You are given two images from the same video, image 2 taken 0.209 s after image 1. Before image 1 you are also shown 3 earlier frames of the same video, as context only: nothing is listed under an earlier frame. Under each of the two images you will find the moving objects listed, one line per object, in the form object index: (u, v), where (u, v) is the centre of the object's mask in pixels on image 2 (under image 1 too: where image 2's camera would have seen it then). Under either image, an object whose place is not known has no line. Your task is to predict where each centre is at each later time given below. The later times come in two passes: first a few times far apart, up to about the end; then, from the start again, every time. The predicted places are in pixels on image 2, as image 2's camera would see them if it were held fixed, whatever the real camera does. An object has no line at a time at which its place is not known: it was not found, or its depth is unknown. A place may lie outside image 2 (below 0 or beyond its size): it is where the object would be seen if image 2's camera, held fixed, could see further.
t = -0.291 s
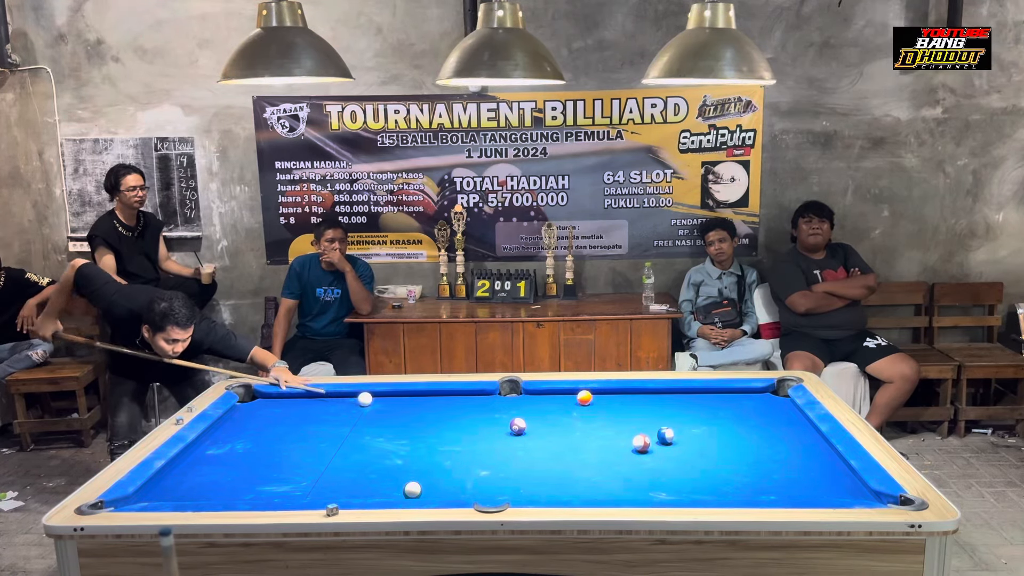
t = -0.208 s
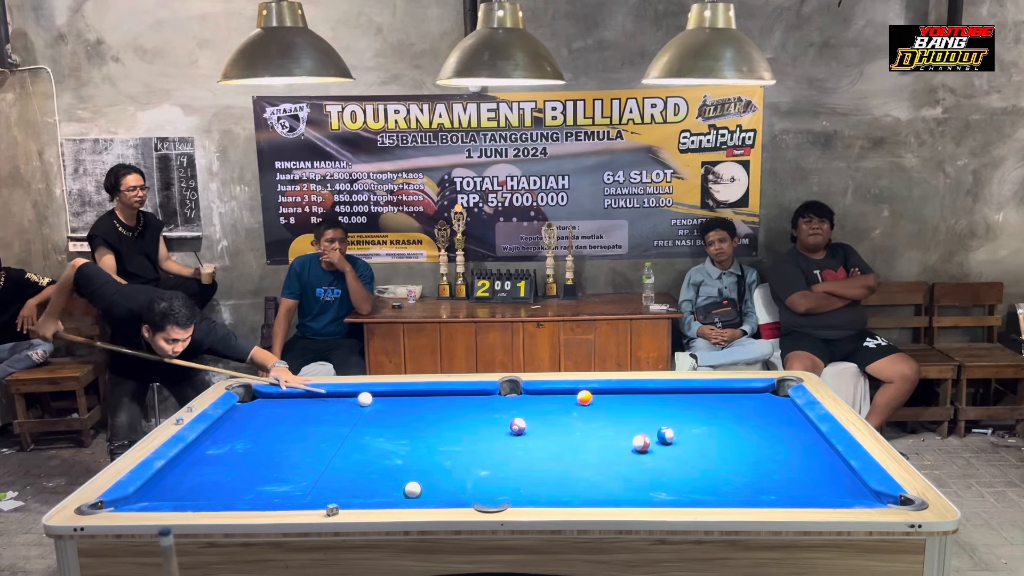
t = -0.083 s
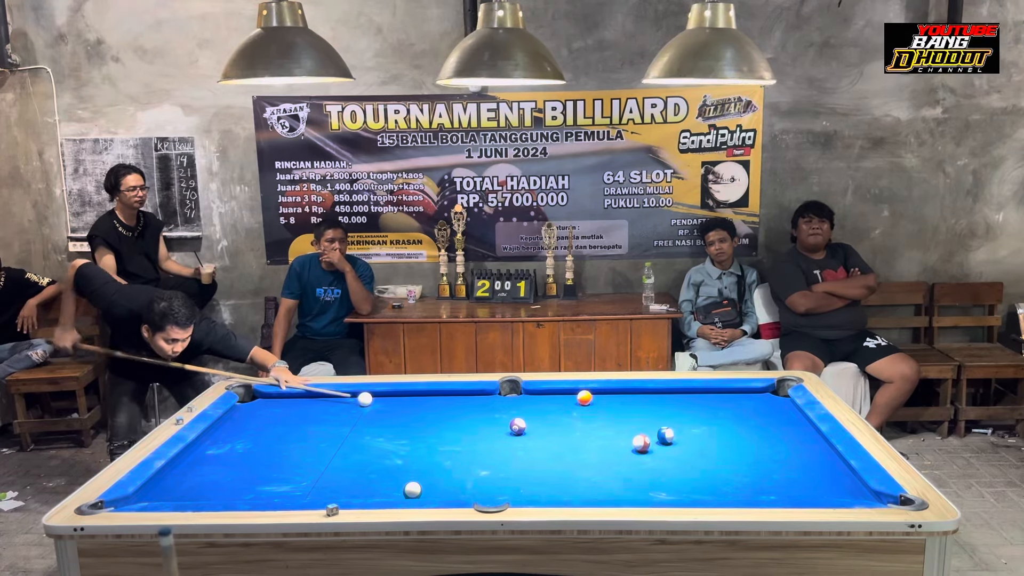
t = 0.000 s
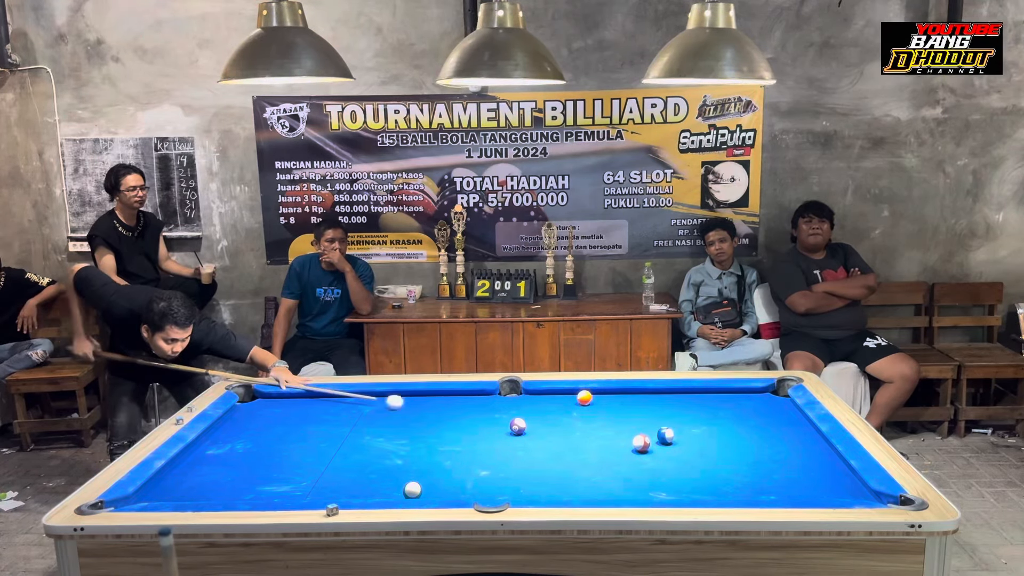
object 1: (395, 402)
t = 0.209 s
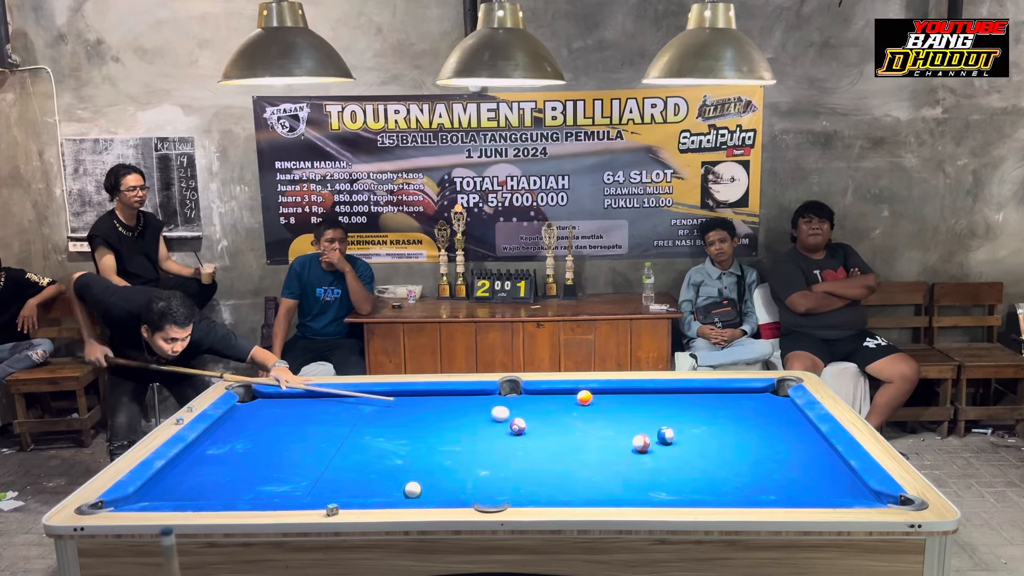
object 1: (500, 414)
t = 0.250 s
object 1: (516, 414)
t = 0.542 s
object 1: (656, 429)
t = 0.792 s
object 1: (705, 421)
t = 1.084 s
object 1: (764, 414)
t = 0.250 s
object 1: (516, 414)
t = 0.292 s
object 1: (540, 418)
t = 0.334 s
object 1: (557, 420)
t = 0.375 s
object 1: (582, 423)
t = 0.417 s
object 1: (600, 425)
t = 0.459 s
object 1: (626, 428)
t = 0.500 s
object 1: (644, 429)
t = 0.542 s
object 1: (656, 429)
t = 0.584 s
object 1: (661, 428)
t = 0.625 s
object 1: (670, 426)
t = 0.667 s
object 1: (676, 425)
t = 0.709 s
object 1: (687, 423)
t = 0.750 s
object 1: (694, 422)
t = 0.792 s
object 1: (705, 421)
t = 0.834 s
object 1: (712, 420)
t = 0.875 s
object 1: (723, 419)
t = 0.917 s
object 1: (730, 418)
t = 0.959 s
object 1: (740, 417)
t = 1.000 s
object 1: (747, 416)
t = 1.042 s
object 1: (758, 415)
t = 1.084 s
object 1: (764, 414)
